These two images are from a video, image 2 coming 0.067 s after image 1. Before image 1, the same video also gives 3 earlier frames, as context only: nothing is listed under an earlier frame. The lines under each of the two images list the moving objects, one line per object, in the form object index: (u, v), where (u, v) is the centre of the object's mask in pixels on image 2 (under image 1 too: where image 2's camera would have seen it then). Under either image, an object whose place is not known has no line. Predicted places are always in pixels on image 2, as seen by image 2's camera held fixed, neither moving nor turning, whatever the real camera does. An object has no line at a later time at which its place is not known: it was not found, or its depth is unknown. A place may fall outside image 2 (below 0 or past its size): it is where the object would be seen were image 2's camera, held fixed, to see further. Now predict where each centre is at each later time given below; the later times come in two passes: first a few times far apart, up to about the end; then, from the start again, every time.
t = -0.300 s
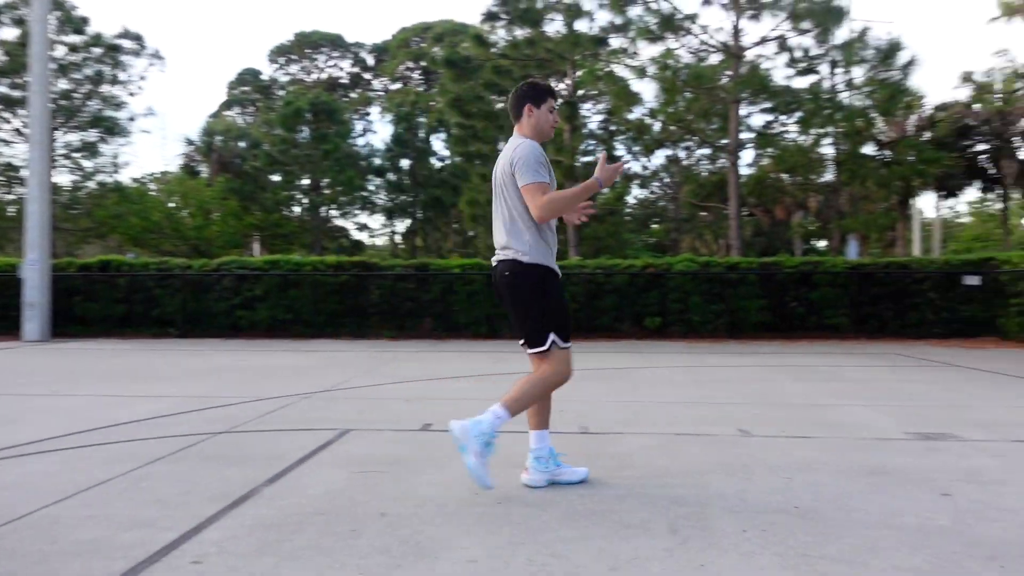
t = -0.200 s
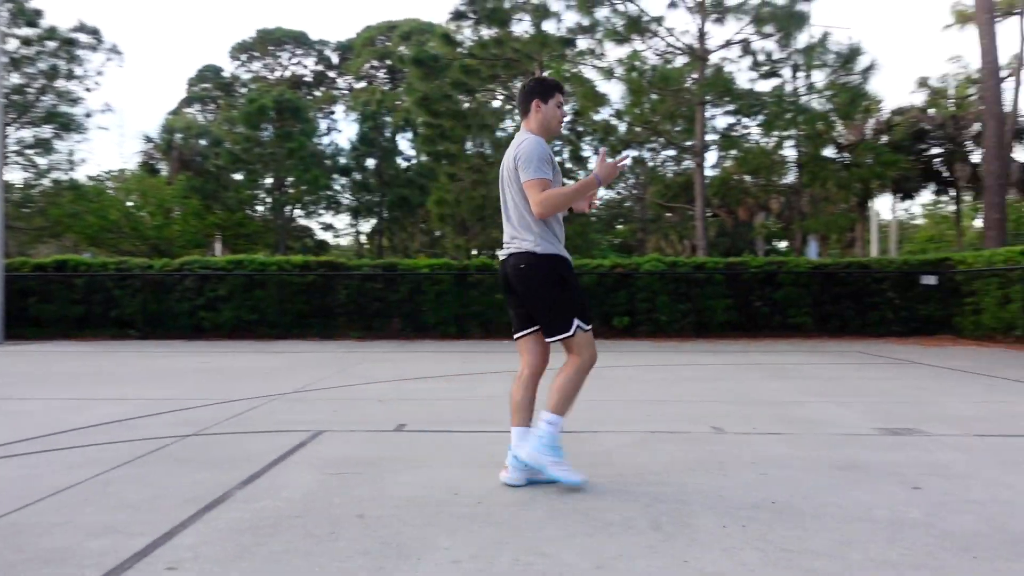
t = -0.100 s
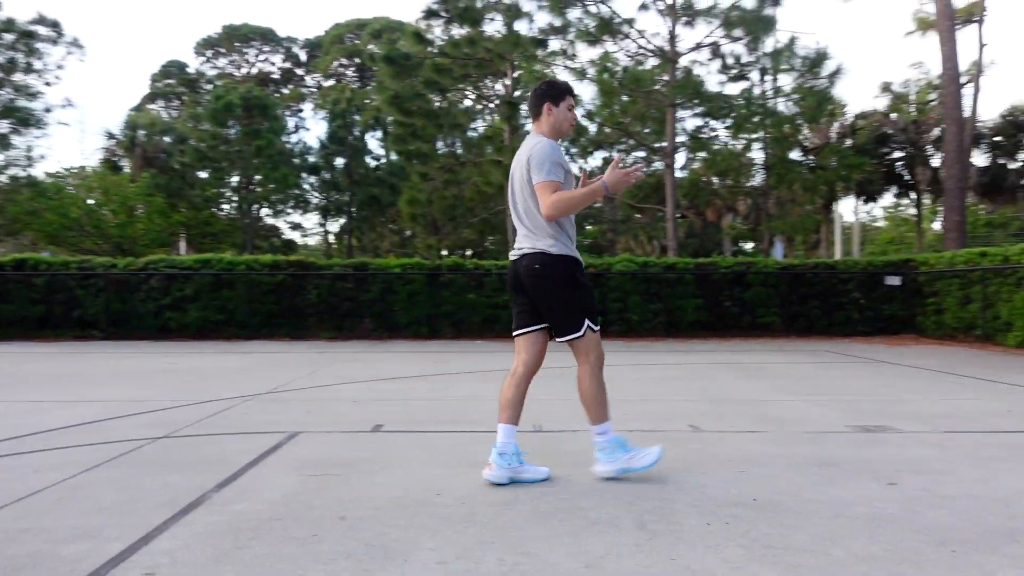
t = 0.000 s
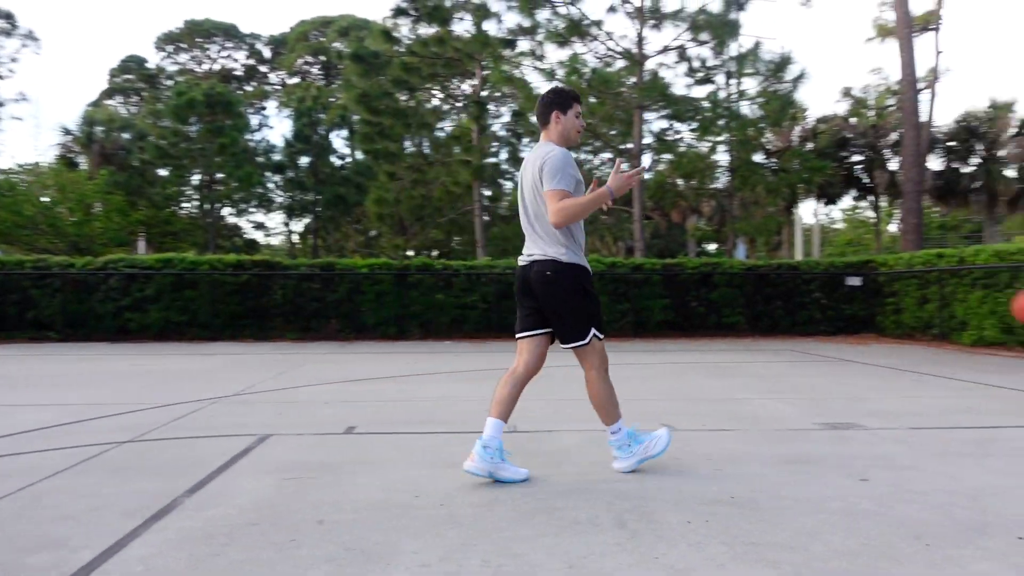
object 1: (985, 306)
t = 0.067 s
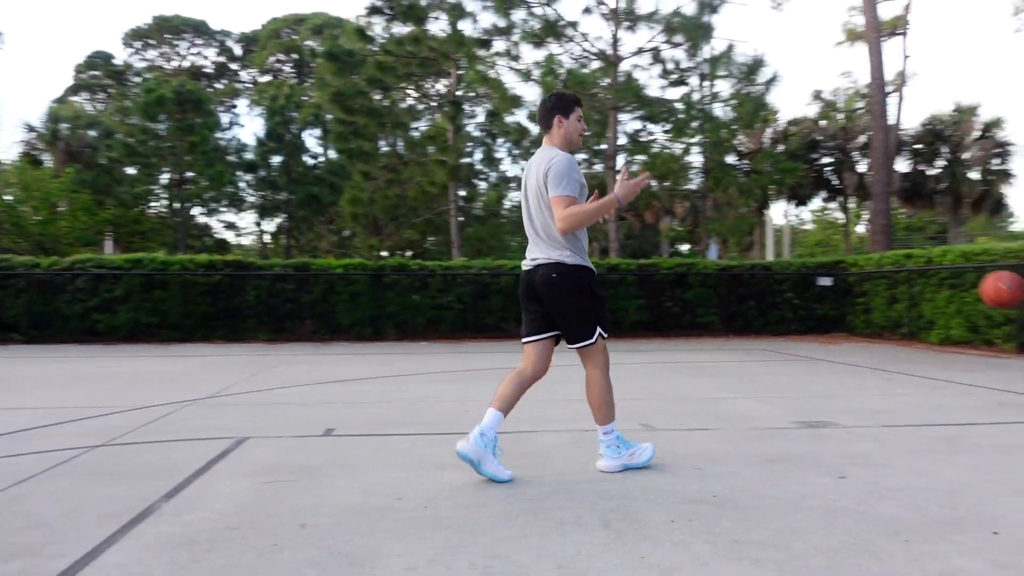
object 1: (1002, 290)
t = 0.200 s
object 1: (1004, 278)
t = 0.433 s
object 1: (1005, 322)
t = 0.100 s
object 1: (1003, 284)
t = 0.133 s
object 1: (1004, 280)
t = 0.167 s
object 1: (1004, 279)
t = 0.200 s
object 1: (1004, 278)
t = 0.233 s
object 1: (1005, 279)
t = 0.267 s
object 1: (1005, 282)
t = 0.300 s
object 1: (1006, 287)
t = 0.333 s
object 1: (1006, 293)
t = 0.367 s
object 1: (1007, 301)
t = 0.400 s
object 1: (1007, 311)
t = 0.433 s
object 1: (1005, 322)
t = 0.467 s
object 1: (1003, 335)
